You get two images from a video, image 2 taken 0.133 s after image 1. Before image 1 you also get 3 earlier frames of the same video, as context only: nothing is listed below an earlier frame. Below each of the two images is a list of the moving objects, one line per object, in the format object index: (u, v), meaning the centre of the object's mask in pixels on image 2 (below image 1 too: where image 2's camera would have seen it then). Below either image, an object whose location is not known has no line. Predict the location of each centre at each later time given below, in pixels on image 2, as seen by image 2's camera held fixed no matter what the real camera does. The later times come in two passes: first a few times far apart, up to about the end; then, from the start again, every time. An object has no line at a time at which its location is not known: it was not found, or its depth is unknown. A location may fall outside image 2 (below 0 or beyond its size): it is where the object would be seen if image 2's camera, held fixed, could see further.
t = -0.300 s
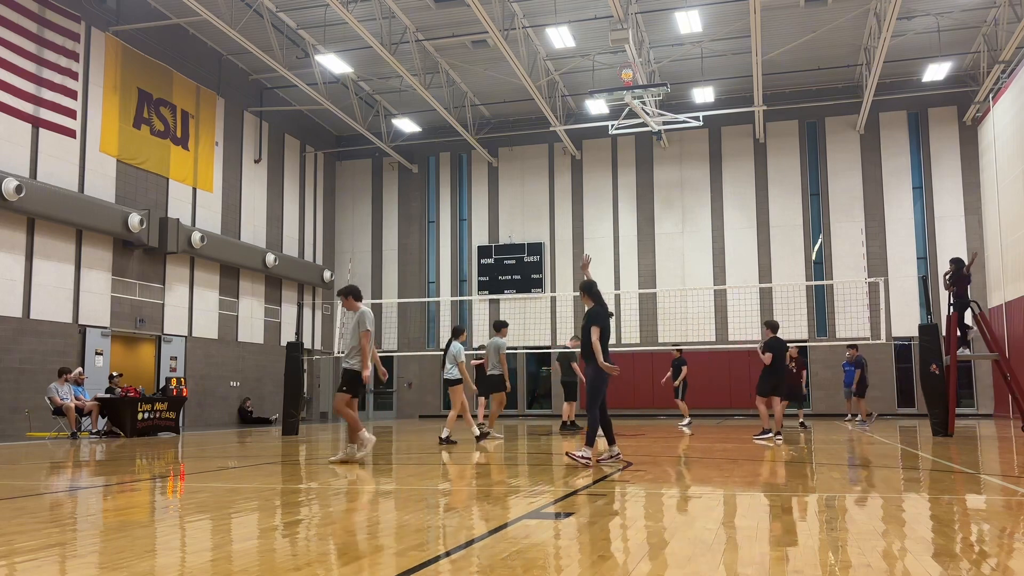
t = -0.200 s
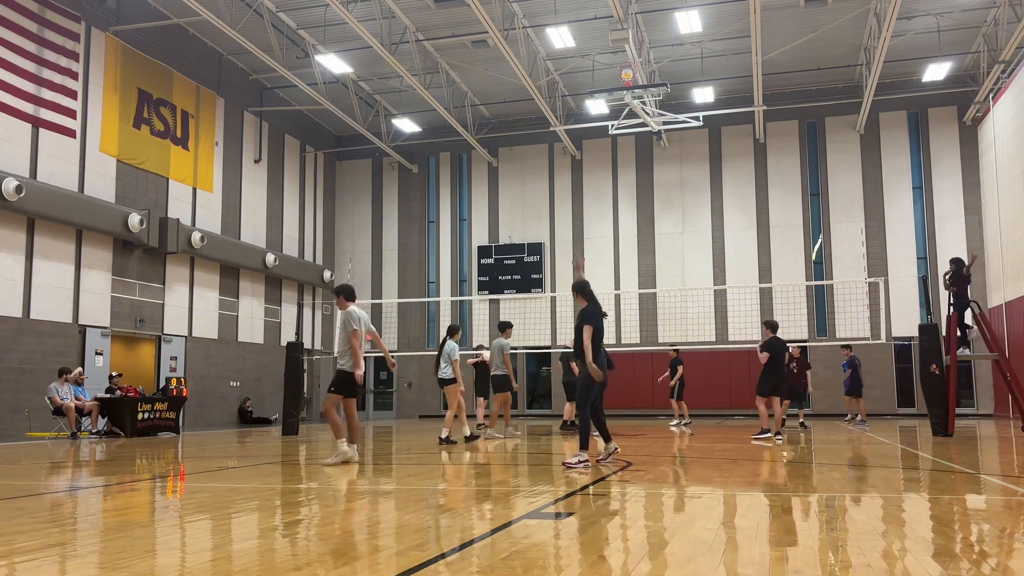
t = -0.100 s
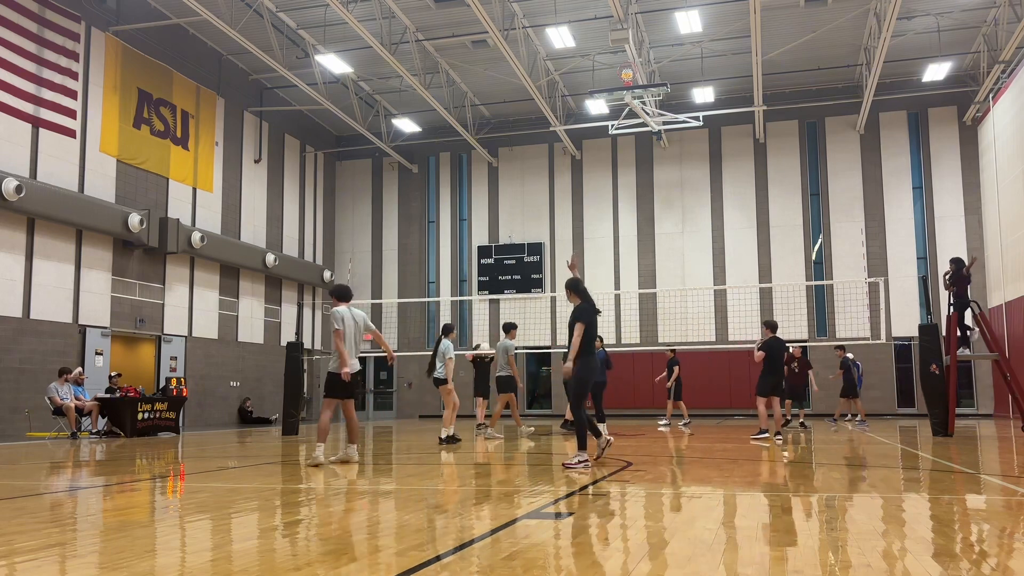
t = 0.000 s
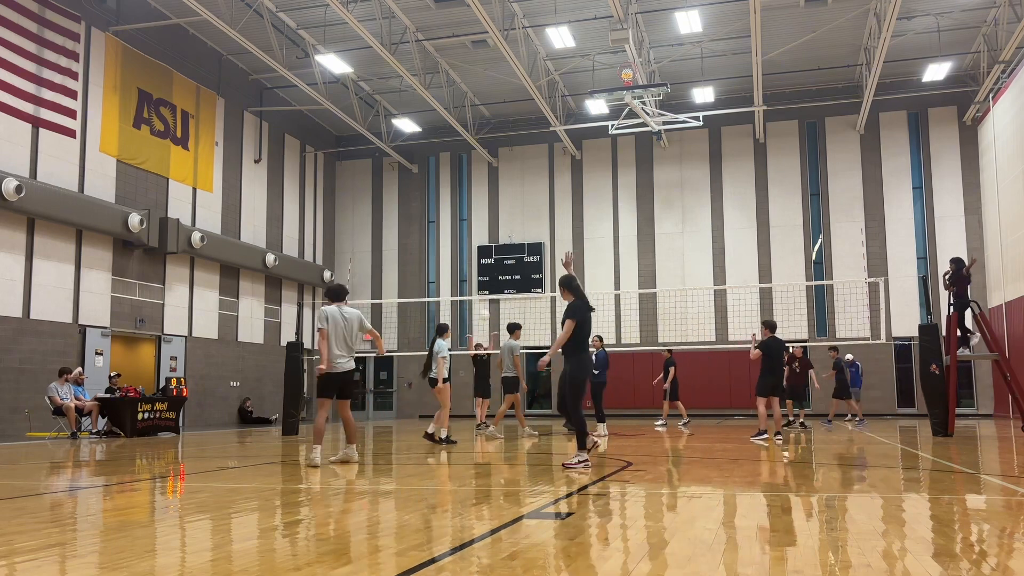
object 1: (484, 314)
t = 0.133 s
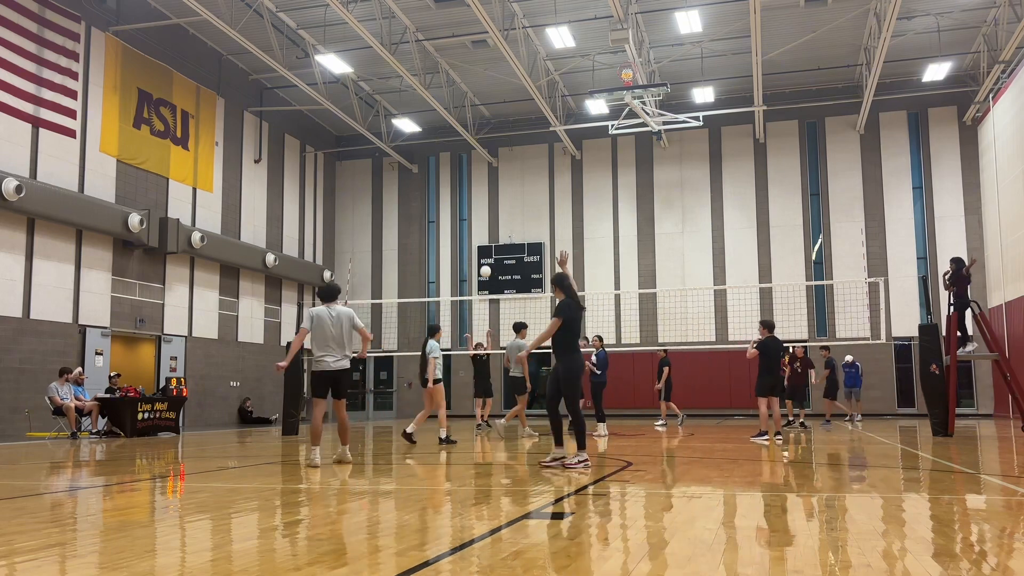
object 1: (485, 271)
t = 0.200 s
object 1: (485, 252)
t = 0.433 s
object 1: (487, 196)
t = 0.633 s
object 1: (487, 167)
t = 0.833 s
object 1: (487, 159)
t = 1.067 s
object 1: (488, 186)
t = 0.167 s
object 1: (485, 261)
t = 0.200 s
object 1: (485, 252)
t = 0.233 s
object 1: (486, 243)
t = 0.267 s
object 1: (486, 233)
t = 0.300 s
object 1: (486, 225)
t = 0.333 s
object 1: (486, 217)
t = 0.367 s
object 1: (487, 210)
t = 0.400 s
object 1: (487, 202)
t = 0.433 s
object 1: (487, 196)
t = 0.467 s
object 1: (487, 190)
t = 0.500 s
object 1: (487, 184)
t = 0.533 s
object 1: (487, 179)
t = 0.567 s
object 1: (487, 175)
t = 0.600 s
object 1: (487, 170)
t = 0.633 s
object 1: (487, 167)
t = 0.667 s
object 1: (487, 164)
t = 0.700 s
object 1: (487, 162)
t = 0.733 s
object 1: (487, 160)
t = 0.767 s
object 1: (487, 159)
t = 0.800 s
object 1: (487, 159)
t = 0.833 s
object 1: (487, 159)
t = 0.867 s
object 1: (487, 161)
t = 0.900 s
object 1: (487, 163)
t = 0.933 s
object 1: (487, 166)
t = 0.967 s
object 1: (487, 170)
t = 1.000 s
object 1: (487, 174)
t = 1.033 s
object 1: (488, 180)
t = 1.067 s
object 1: (488, 186)
